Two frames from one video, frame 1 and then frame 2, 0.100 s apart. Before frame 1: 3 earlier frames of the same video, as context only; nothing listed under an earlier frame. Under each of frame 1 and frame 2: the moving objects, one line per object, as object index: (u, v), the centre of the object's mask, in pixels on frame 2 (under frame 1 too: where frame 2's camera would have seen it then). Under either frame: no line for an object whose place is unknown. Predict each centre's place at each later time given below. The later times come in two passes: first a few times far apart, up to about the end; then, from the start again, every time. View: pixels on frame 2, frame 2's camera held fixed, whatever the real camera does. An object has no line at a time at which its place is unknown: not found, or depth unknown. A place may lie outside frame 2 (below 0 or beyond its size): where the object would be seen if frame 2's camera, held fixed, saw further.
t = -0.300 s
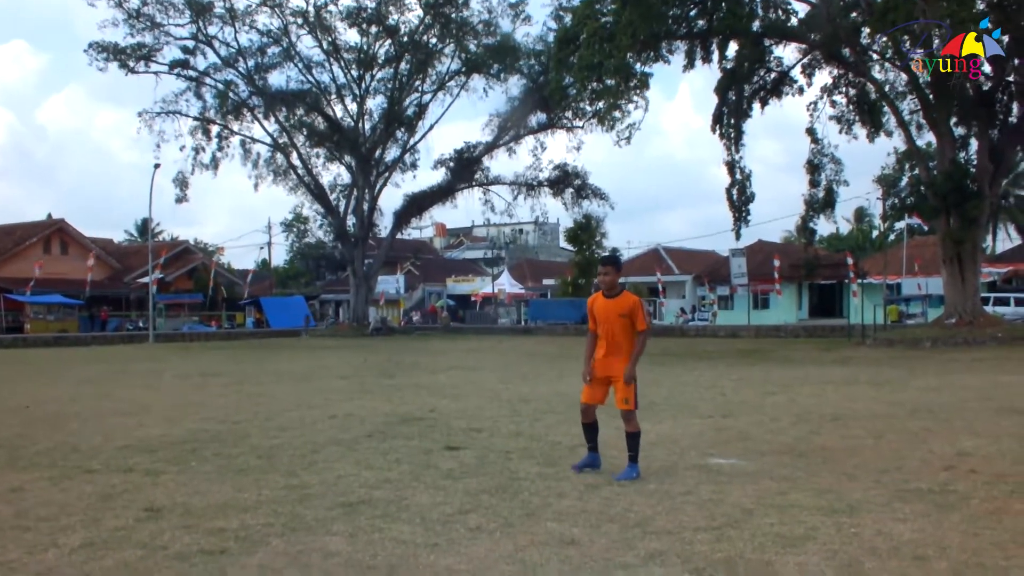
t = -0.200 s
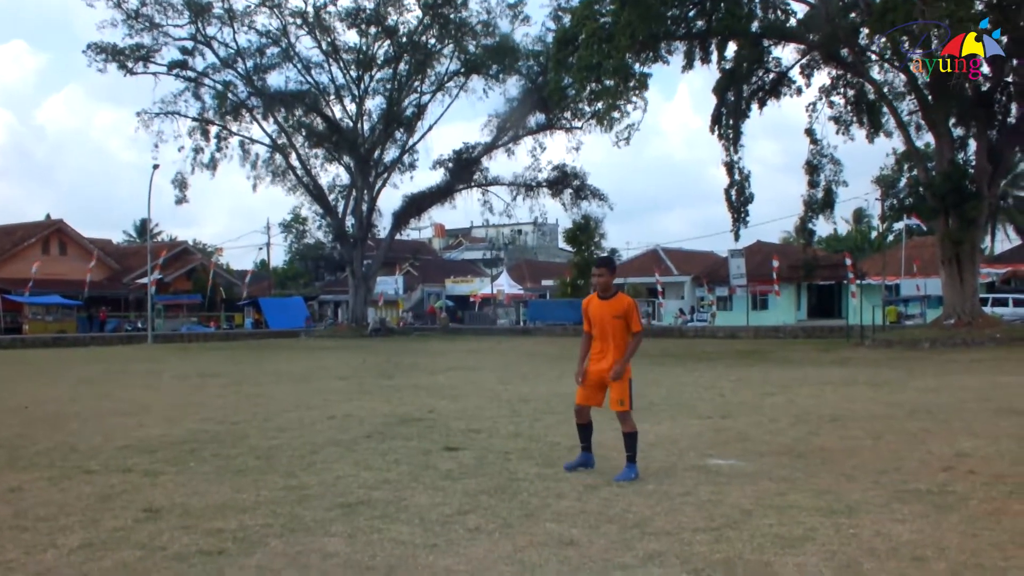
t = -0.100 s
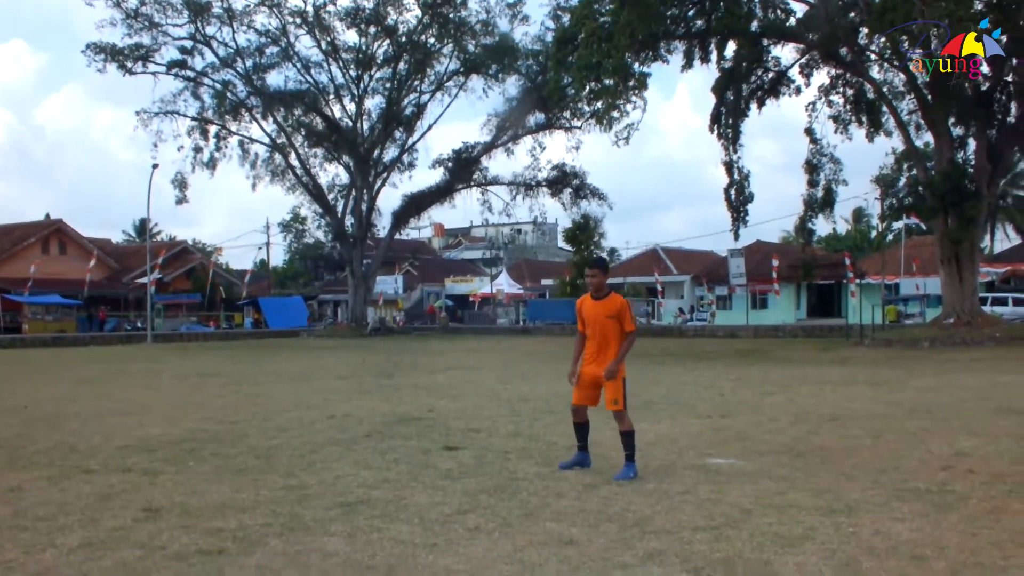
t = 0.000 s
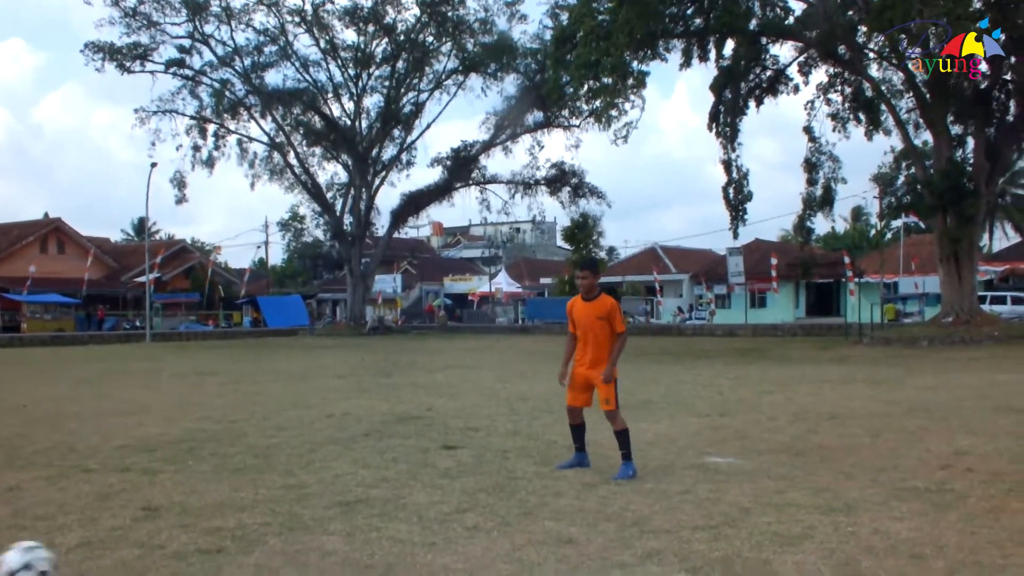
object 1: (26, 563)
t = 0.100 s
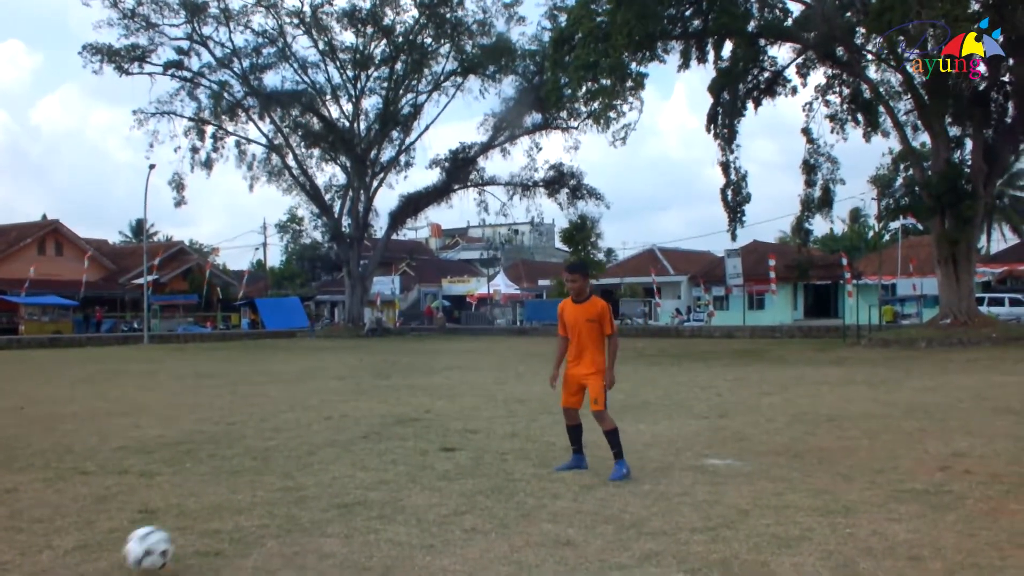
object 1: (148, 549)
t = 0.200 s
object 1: (245, 509)
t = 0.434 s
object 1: (412, 488)
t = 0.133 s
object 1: (183, 533)
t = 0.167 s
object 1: (215, 519)
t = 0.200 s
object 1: (245, 509)
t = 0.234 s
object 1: (273, 502)
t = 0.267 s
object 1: (299, 497)
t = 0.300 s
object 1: (325, 493)
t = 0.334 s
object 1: (349, 492)
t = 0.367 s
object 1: (371, 495)
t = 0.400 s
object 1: (392, 496)
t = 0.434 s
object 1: (412, 488)
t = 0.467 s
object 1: (430, 480)
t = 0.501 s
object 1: (448, 473)
